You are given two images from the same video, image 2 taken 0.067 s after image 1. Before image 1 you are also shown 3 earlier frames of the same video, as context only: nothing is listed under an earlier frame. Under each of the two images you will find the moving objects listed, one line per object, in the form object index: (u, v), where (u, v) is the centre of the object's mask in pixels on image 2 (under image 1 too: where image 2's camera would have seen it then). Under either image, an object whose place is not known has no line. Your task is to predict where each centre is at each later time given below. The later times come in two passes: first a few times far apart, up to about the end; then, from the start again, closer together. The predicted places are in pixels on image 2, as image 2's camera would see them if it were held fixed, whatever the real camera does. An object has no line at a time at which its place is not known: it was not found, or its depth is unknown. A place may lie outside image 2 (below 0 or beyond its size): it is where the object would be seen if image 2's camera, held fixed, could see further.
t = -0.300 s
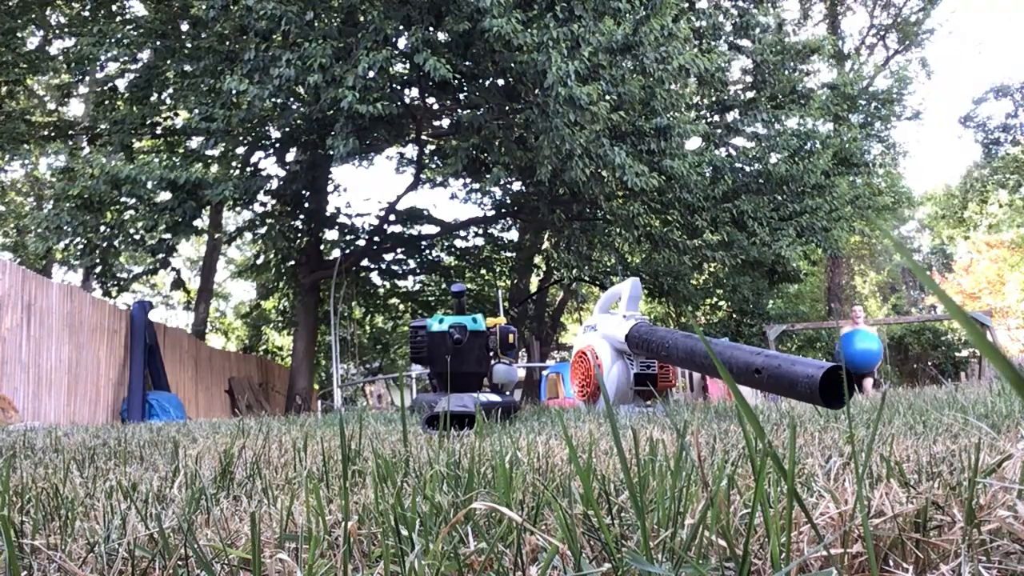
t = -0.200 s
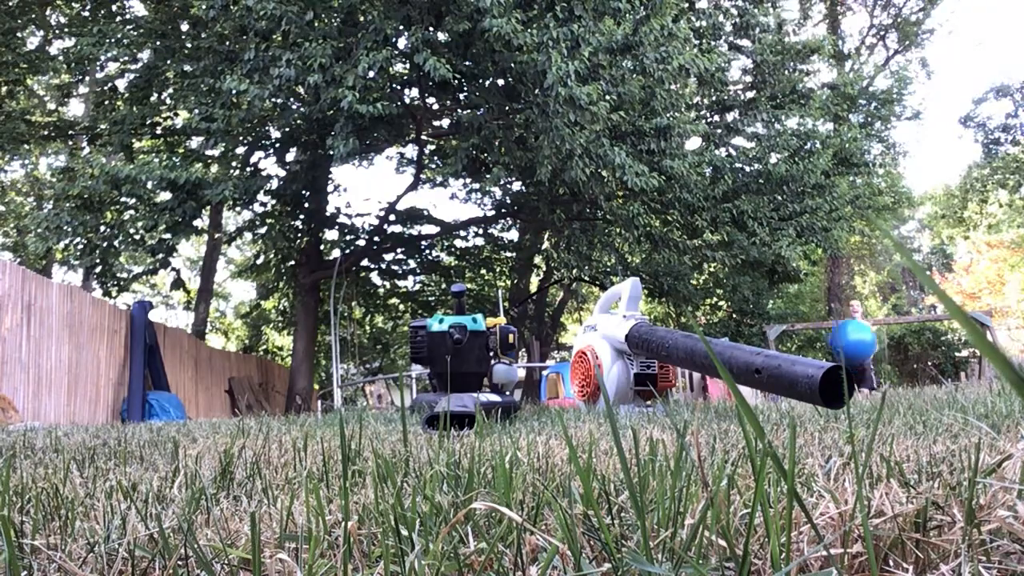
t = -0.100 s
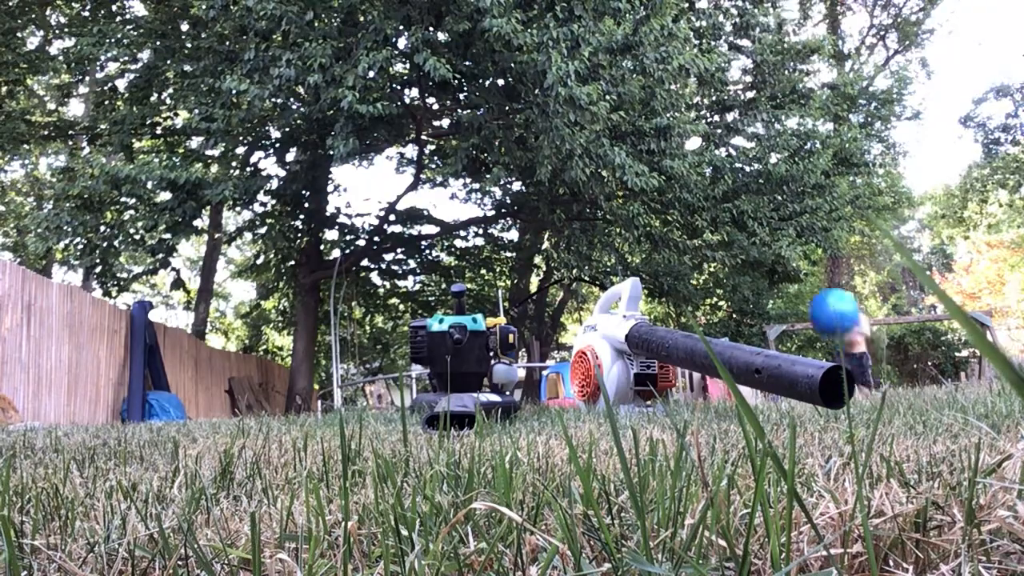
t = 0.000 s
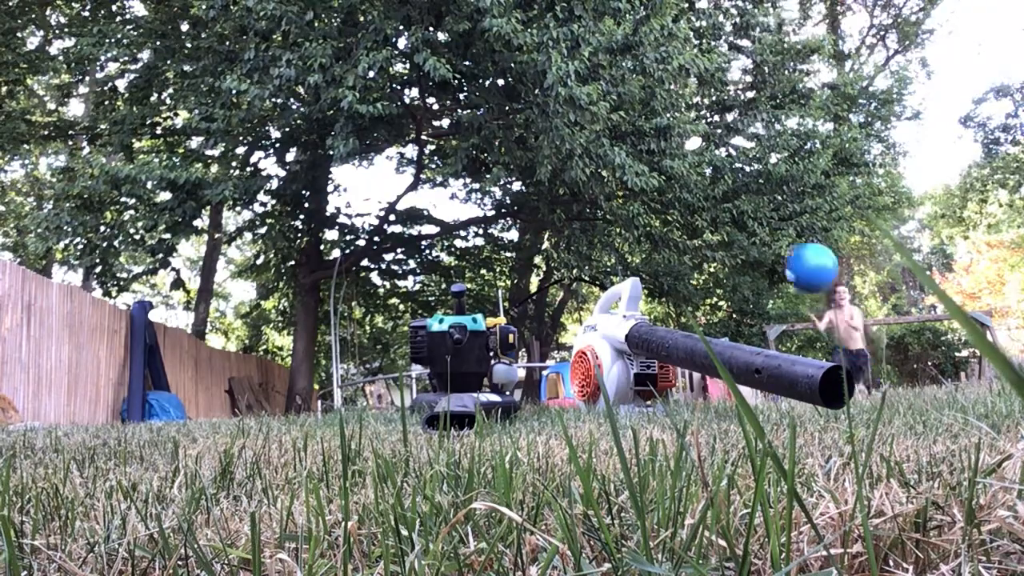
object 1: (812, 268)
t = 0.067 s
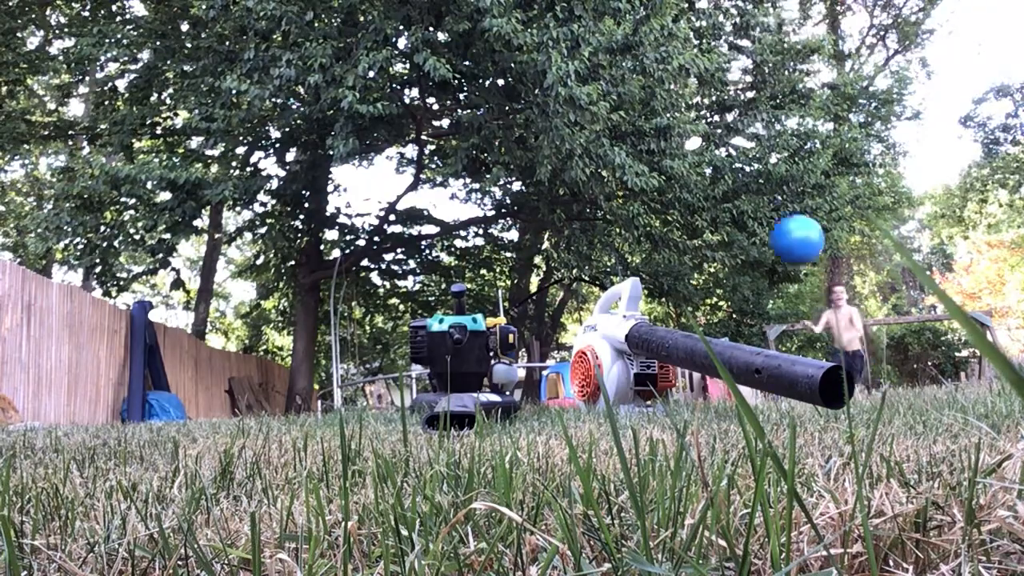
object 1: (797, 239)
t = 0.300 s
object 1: (740, 162)
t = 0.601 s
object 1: (652, 122)
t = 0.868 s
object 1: (555, 168)
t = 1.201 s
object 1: (387, 379)
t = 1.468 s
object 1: (282, 212)
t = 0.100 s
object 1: (789, 227)
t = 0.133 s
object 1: (781, 214)
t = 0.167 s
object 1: (774, 203)
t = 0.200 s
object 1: (765, 191)
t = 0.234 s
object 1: (757, 181)
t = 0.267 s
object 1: (749, 171)
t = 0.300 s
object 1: (740, 162)
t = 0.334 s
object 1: (732, 154)
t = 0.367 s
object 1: (723, 147)
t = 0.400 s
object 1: (713, 139)
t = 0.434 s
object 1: (704, 134)
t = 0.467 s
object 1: (694, 129)
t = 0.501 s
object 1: (684, 126)
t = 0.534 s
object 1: (674, 123)
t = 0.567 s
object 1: (663, 122)
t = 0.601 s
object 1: (652, 122)
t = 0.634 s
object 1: (641, 123)
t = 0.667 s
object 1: (631, 125)
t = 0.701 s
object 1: (619, 130)
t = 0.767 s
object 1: (594, 140)
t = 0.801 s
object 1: (581, 148)
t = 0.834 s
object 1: (568, 158)
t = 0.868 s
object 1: (555, 168)
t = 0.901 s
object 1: (542, 182)
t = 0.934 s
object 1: (528, 195)
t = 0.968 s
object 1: (514, 212)
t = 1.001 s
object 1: (499, 231)
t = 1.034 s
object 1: (484, 252)
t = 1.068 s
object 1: (469, 272)
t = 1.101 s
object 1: (450, 288)
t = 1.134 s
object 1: (417, 315)
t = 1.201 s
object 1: (387, 379)
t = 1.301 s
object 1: (356, 340)
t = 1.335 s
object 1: (341, 312)
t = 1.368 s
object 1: (326, 284)
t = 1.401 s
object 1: (312, 259)
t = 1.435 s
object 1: (297, 235)
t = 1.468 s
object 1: (282, 212)
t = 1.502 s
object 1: (267, 190)
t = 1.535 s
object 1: (251, 170)
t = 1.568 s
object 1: (235, 151)
